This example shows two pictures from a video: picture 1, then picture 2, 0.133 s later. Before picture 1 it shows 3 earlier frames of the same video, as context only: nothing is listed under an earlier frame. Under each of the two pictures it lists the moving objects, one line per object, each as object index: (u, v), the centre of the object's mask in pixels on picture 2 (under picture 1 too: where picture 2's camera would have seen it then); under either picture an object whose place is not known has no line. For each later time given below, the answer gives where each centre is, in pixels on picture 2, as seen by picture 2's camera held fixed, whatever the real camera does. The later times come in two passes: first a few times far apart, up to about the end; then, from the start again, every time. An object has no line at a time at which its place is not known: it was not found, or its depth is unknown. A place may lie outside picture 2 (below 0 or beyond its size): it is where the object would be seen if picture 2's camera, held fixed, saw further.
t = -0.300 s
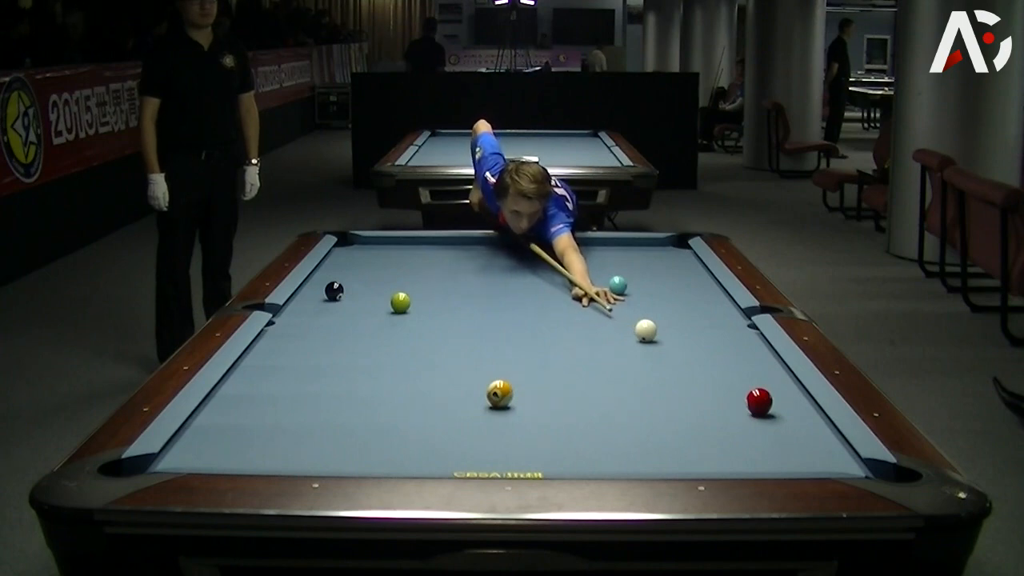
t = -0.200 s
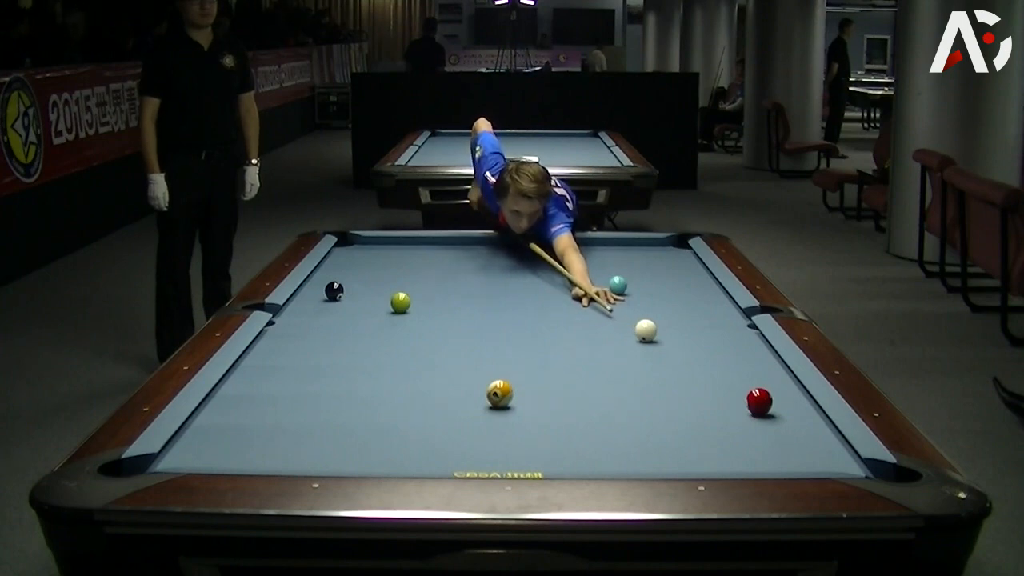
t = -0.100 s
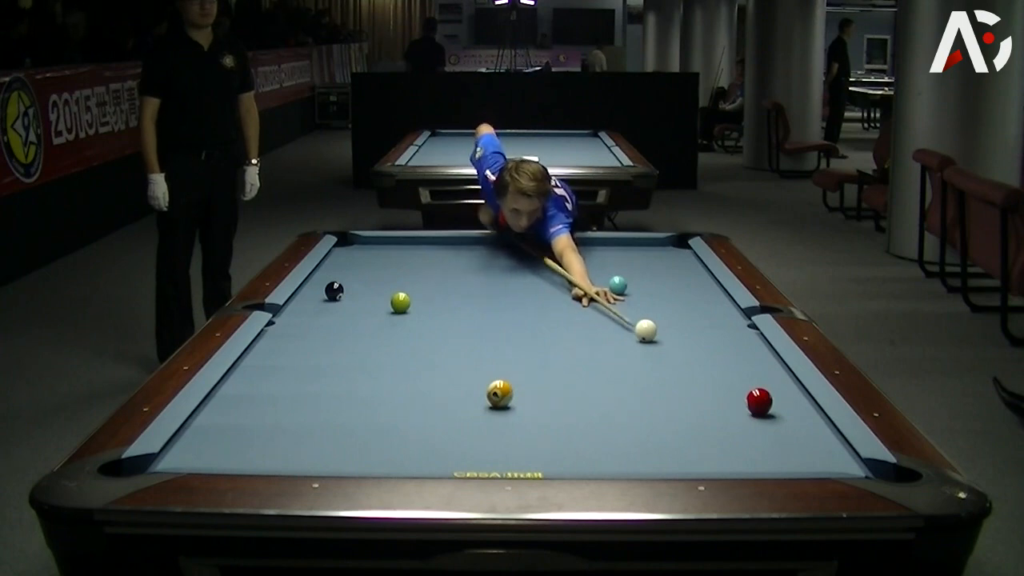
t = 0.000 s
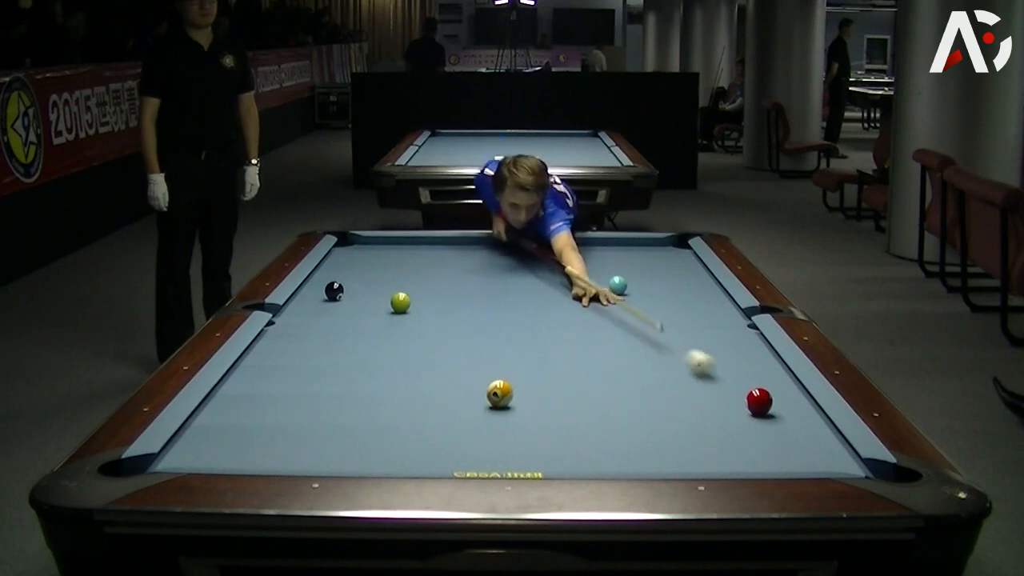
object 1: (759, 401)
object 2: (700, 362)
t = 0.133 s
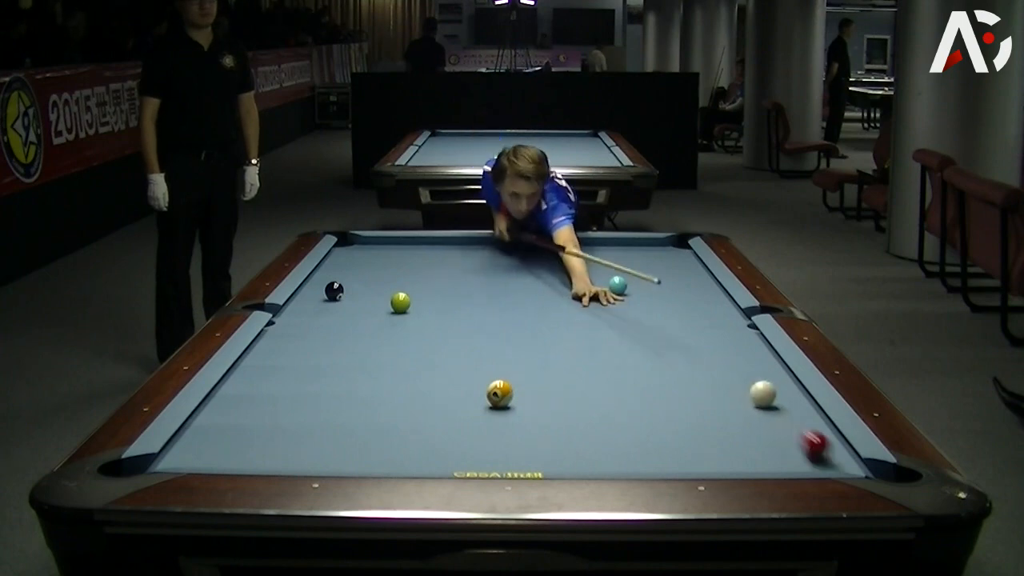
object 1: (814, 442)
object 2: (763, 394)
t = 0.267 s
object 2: (779, 391)
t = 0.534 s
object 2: (781, 378)
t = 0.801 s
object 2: (762, 365)
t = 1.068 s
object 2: (746, 355)
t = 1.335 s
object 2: (731, 345)
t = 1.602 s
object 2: (718, 336)
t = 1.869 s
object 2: (706, 329)
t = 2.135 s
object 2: (695, 322)
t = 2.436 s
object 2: (685, 315)
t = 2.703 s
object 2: (676, 310)
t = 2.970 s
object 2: (669, 305)
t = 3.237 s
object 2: (662, 301)
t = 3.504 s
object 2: (656, 297)
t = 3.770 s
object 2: (651, 294)
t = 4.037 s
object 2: (647, 291)
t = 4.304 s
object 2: (643, 289)
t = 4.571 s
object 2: (640, 287)
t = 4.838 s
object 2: (637, 286)
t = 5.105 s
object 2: (636, 284)
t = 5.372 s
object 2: (635, 284)
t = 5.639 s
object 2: (635, 284)
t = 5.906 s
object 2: (635, 284)
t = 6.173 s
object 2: (635, 284)
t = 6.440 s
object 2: (635, 284)
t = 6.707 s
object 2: (635, 284)
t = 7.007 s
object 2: (635, 284)
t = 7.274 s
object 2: (635, 284)
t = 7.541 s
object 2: (635, 284)
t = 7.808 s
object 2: (635, 284)
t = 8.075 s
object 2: (635, 284)
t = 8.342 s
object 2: (635, 284)
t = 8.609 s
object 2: (635, 283)
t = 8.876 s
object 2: (635, 283)
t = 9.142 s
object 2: (635, 284)
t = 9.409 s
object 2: (635, 284)
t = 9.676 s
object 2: (635, 284)
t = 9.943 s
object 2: (635, 284)
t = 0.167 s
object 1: (844, 463)
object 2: (768, 393)
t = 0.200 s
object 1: (891, 475)
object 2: (772, 393)
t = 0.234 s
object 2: (776, 392)
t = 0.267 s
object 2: (779, 391)
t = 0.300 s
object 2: (781, 389)
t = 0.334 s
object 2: (783, 388)
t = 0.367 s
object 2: (785, 386)
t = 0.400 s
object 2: (785, 384)
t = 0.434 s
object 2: (786, 383)
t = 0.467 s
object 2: (785, 381)
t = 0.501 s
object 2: (783, 379)
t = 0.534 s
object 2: (781, 378)
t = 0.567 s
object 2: (778, 376)
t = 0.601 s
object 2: (776, 375)
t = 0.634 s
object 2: (773, 373)
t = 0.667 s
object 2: (771, 372)
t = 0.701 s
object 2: (769, 370)
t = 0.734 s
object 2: (767, 368)
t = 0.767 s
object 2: (764, 367)
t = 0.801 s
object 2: (762, 365)
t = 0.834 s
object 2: (760, 364)
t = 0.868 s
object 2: (758, 363)
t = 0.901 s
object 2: (756, 361)
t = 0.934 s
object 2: (754, 360)
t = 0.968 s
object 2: (752, 358)
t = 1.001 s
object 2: (750, 357)
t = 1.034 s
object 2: (747, 356)
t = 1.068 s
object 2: (746, 355)
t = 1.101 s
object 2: (744, 353)
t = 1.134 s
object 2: (742, 352)
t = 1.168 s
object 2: (740, 351)
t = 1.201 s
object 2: (738, 350)
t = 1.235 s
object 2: (736, 348)
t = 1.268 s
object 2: (735, 347)
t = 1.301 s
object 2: (733, 346)
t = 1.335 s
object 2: (731, 345)
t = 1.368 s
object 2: (729, 344)
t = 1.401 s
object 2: (728, 343)
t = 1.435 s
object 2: (726, 342)
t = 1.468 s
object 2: (724, 341)
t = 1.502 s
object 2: (723, 339)
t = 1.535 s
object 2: (721, 338)
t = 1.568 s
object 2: (720, 337)
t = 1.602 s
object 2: (718, 336)
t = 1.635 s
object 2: (716, 335)
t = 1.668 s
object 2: (715, 334)
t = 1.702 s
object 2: (713, 333)
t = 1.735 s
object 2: (712, 332)
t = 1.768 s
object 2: (710, 331)
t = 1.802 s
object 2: (709, 331)
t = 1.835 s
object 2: (707, 330)
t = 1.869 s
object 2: (706, 329)
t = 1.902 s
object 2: (705, 328)
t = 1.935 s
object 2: (703, 327)
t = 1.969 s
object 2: (702, 326)
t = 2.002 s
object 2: (700, 325)
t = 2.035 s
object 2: (699, 324)
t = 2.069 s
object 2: (698, 324)
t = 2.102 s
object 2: (696, 323)
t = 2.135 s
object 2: (695, 322)
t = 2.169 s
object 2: (694, 321)
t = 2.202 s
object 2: (693, 320)
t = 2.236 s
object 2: (692, 320)
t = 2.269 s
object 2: (690, 319)
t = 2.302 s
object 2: (689, 318)
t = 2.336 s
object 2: (688, 317)
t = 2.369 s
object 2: (687, 317)
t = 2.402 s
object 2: (686, 316)
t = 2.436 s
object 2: (685, 315)
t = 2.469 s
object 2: (684, 315)
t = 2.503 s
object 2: (682, 314)
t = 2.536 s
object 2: (681, 313)
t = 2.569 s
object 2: (680, 312)
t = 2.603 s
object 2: (679, 312)
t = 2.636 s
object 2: (678, 311)
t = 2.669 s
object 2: (677, 310)
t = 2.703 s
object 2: (676, 310)
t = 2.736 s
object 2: (676, 309)
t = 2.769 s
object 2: (675, 308)
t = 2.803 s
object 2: (674, 308)
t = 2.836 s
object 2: (673, 307)
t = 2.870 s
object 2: (672, 307)
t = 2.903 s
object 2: (671, 306)
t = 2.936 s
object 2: (670, 306)
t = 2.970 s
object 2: (669, 305)
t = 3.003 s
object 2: (668, 305)
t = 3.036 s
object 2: (668, 304)
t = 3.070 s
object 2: (667, 303)
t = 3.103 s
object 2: (666, 303)
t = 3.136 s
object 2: (665, 302)
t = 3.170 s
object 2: (664, 302)
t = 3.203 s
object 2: (663, 302)
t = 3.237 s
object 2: (662, 301)
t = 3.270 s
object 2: (662, 300)
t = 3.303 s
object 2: (661, 300)
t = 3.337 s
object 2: (660, 299)
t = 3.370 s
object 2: (659, 299)
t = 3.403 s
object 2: (659, 299)
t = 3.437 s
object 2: (658, 298)
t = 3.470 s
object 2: (657, 298)
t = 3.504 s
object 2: (656, 297)
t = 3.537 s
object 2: (656, 297)
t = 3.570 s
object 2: (655, 296)
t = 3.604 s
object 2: (654, 296)
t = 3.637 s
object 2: (654, 296)
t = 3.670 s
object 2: (653, 295)
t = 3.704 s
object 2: (653, 295)
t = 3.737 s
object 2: (652, 294)
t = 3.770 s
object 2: (651, 294)
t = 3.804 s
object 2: (651, 294)
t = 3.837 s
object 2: (650, 293)
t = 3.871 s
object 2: (650, 293)
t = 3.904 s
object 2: (649, 293)
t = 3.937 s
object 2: (648, 292)
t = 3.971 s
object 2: (648, 292)
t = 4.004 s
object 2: (647, 292)
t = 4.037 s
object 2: (647, 291)
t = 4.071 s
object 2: (646, 291)
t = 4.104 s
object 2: (646, 291)
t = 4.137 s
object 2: (645, 291)
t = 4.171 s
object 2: (645, 290)
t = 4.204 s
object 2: (644, 290)
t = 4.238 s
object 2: (644, 289)
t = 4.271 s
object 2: (644, 289)
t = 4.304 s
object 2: (643, 289)
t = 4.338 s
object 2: (642, 289)
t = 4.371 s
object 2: (642, 288)
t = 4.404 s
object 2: (642, 288)
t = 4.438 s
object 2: (641, 288)
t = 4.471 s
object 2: (641, 288)
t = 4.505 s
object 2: (641, 288)
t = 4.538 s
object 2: (640, 287)
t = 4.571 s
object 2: (640, 287)
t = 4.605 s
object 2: (640, 287)
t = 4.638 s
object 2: (639, 287)
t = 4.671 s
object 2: (639, 286)
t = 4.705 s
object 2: (639, 286)
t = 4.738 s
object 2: (638, 286)
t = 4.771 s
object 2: (638, 286)
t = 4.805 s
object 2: (637, 286)
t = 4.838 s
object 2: (637, 286)
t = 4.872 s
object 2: (637, 285)
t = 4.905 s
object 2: (636, 285)
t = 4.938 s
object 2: (636, 285)
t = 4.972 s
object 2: (636, 285)
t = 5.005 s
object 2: (636, 285)
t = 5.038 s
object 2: (636, 285)
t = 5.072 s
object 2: (636, 285)
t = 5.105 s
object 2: (636, 284)
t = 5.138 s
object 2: (635, 284)
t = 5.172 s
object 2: (635, 284)
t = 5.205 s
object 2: (635, 284)
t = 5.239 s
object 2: (635, 284)
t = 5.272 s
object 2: (635, 284)
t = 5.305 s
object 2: (635, 284)
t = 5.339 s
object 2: (635, 284)
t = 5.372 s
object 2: (635, 284)
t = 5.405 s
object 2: (635, 284)
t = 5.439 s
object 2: (635, 284)
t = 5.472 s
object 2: (635, 284)
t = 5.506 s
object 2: (635, 284)
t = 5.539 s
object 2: (635, 284)
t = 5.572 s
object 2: (635, 284)
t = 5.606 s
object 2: (635, 284)
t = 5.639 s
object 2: (635, 284)
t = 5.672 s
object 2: (635, 284)
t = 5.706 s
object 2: (635, 284)
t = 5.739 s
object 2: (635, 284)
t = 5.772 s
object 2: (635, 284)
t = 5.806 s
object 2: (635, 284)
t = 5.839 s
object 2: (635, 284)
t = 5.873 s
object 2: (635, 284)
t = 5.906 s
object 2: (635, 284)
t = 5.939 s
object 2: (635, 284)
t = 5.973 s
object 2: (635, 284)
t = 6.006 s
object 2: (635, 284)
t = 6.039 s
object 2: (635, 284)
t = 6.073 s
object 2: (635, 284)
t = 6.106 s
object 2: (635, 284)
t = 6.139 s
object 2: (635, 284)
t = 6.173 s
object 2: (635, 284)
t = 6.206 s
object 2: (635, 284)
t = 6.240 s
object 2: (635, 284)
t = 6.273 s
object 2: (635, 284)
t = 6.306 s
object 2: (635, 284)
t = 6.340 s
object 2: (635, 284)
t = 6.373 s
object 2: (635, 284)
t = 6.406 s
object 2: (635, 284)
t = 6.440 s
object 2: (635, 284)
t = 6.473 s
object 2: (635, 284)
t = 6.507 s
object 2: (635, 284)
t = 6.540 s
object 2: (635, 284)
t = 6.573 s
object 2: (635, 284)
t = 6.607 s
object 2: (635, 284)
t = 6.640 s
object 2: (635, 284)
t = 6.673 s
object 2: (635, 284)
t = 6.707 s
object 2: (635, 284)
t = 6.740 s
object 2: (635, 284)
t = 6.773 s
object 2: (635, 284)
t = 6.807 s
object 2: (635, 284)
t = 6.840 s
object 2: (635, 284)
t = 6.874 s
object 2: (635, 284)
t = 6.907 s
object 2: (635, 284)
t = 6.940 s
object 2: (635, 284)
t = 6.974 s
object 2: (635, 284)
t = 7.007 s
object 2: (635, 284)
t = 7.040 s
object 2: (635, 284)
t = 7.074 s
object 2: (635, 284)
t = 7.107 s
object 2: (635, 284)
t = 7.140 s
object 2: (635, 284)
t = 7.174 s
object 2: (635, 284)
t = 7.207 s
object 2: (635, 284)
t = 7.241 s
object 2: (635, 284)
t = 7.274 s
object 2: (635, 284)
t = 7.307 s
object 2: (635, 284)
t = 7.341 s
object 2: (635, 284)
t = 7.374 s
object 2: (635, 284)
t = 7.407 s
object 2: (635, 284)
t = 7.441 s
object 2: (635, 284)
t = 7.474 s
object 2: (635, 284)
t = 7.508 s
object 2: (635, 284)
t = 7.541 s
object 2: (635, 284)
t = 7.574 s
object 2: (635, 284)
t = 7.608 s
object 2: (635, 284)
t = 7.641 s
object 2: (635, 284)
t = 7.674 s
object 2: (635, 284)
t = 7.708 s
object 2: (635, 284)
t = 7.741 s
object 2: (635, 284)
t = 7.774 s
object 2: (635, 284)
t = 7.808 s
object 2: (635, 284)
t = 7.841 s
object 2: (635, 284)
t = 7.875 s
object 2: (635, 284)
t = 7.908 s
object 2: (635, 284)
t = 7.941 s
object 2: (635, 284)
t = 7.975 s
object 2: (635, 284)
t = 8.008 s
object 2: (635, 284)
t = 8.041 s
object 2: (635, 284)
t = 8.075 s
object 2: (635, 284)
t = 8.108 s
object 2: (635, 284)
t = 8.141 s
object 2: (635, 284)
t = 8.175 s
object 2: (635, 284)
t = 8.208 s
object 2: (635, 284)
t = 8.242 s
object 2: (635, 284)
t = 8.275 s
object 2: (635, 284)
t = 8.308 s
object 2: (635, 284)
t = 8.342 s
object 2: (635, 284)
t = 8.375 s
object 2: (635, 284)
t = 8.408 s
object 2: (635, 284)
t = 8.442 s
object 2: (635, 283)
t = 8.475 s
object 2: (635, 283)
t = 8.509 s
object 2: (635, 284)
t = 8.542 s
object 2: (635, 284)
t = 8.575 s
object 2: (635, 283)
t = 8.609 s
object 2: (635, 283)
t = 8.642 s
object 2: (635, 284)
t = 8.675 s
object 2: (635, 283)
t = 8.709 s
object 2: (635, 284)
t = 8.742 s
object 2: (635, 284)
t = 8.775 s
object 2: (635, 283)
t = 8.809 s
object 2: (635, 284)
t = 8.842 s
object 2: (635, 284)
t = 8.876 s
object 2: (635, 283)
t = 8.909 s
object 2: (635, 283)
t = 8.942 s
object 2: (635, 283)
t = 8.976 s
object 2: (635, 284)
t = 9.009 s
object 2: (635, 284)
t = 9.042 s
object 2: (635, 284)
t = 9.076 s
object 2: (635, 284)
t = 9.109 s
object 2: (635, 284)
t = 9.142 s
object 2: (635, 284)
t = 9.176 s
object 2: (635, 284)
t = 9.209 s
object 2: (635, 284)
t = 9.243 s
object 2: (635, 284)
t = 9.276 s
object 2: (635, 284)
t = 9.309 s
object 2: (635, 284)
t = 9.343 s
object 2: (635, 284)
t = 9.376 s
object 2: (635, 284)
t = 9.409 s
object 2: (635, 284)
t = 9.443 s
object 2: (635, 284)
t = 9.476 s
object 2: (635, 284)
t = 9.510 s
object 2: (635, 284)
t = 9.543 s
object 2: (635, 284)
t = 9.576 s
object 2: (635, 284)
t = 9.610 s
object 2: (635, 284)
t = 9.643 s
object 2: (635, 284)
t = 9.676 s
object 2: (635, 284)
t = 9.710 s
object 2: (635, 284)
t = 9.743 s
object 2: (635, 284)
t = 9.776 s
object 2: (635, 284)
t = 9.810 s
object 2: (635, 284)
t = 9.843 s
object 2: (635, 284)
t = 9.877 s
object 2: (635, 284)
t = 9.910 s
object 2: (635, 284)
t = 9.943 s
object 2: (635, 284)
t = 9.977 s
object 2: (635, 284)
